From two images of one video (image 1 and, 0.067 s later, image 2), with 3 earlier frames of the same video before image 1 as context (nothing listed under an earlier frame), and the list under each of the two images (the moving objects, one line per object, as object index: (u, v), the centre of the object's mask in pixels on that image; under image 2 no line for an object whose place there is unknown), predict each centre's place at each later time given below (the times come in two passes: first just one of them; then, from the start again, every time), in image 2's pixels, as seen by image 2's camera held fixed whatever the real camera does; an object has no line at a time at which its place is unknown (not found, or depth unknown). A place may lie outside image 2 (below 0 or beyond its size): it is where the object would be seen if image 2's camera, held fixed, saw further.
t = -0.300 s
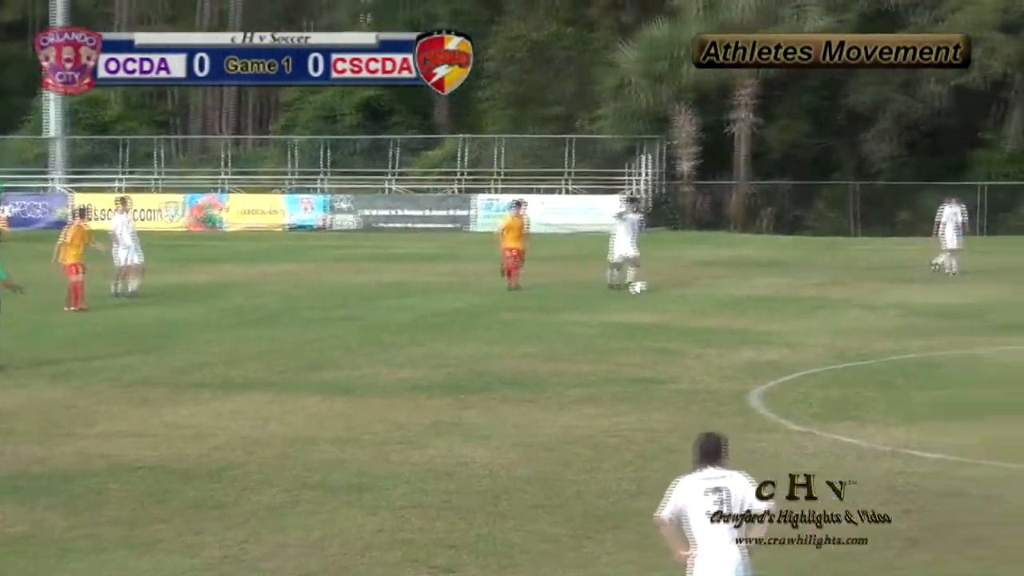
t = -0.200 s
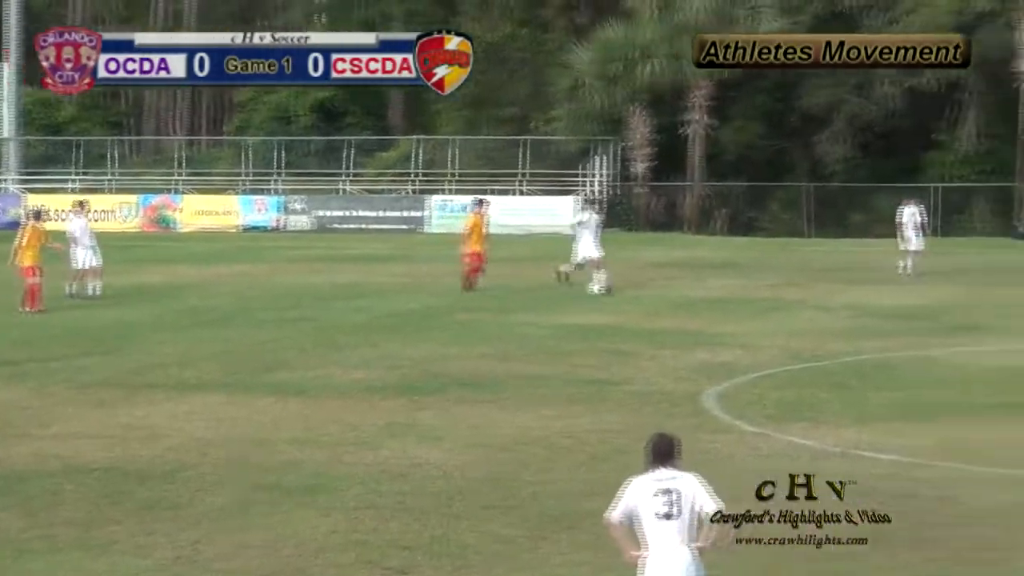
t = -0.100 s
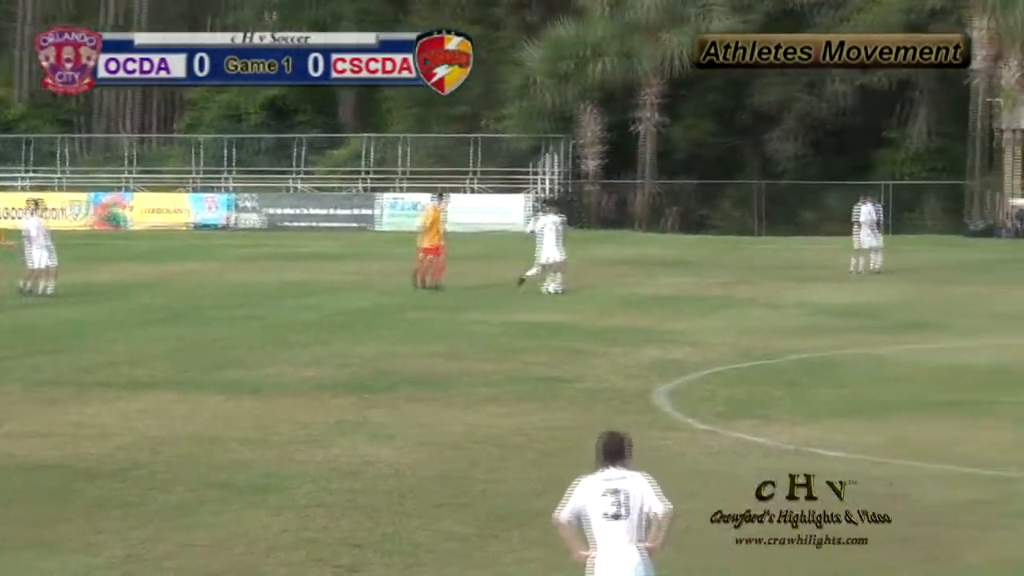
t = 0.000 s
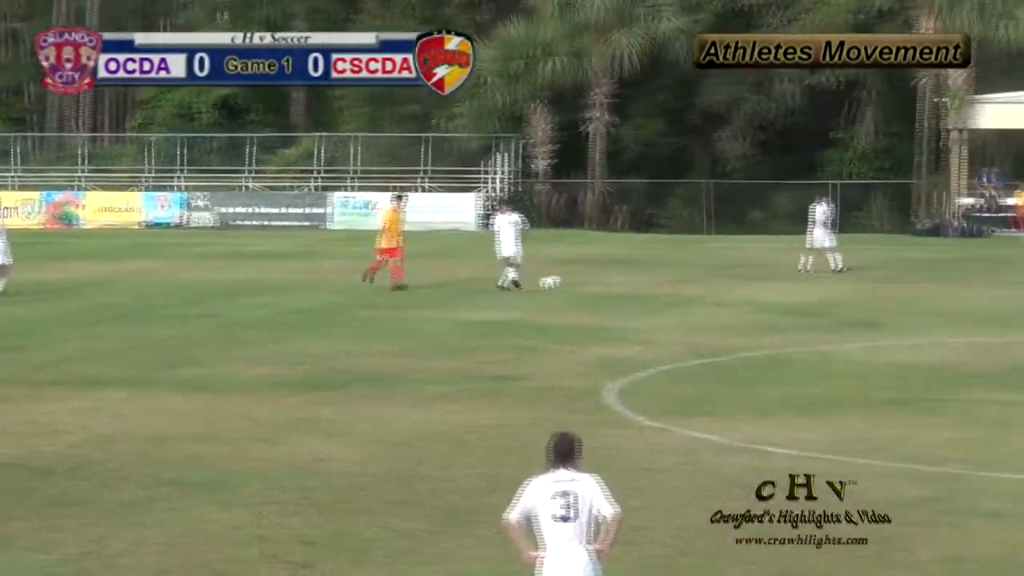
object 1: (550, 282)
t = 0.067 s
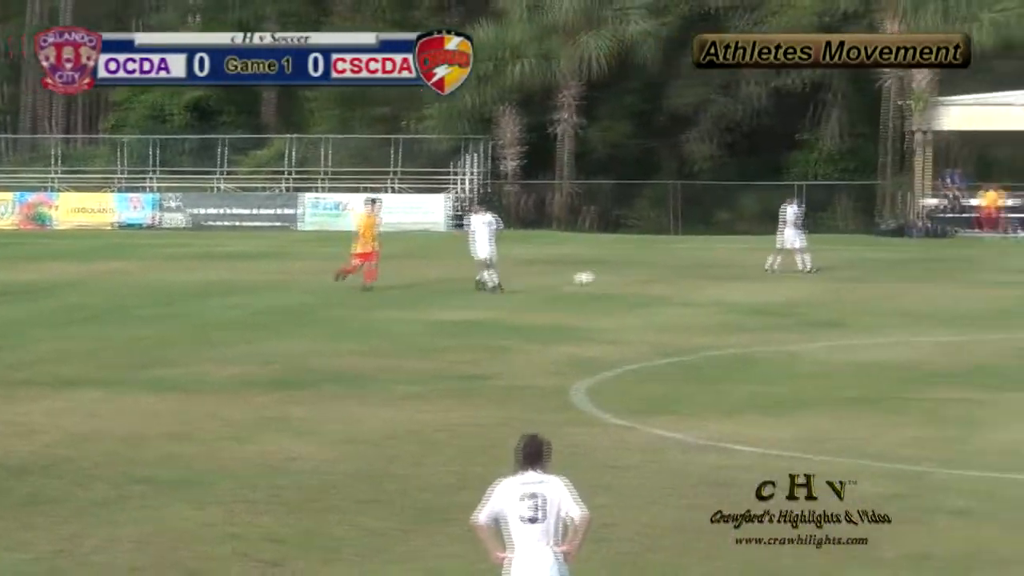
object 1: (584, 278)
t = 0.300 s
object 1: (814, 285)
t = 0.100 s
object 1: (616, 276)
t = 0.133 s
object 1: (649, 276)
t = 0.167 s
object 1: (683, 276)
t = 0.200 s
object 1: (715, 278)
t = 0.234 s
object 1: (748, 280)
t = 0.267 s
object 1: (780, 282)
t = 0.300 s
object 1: (814, 285)
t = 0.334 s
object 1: (849, 289)
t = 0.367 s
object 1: (883, 294)
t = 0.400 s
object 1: (918, 299)
